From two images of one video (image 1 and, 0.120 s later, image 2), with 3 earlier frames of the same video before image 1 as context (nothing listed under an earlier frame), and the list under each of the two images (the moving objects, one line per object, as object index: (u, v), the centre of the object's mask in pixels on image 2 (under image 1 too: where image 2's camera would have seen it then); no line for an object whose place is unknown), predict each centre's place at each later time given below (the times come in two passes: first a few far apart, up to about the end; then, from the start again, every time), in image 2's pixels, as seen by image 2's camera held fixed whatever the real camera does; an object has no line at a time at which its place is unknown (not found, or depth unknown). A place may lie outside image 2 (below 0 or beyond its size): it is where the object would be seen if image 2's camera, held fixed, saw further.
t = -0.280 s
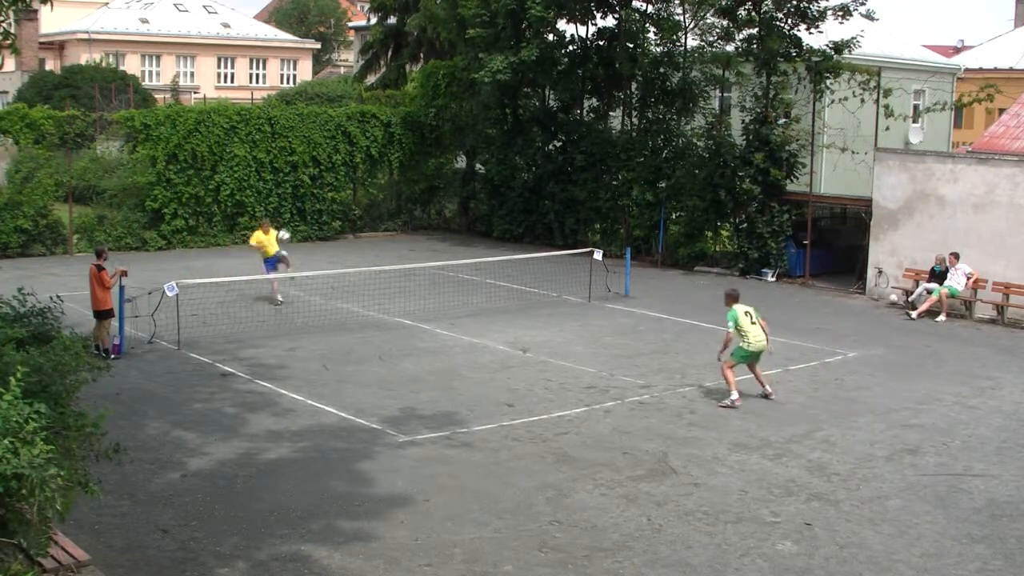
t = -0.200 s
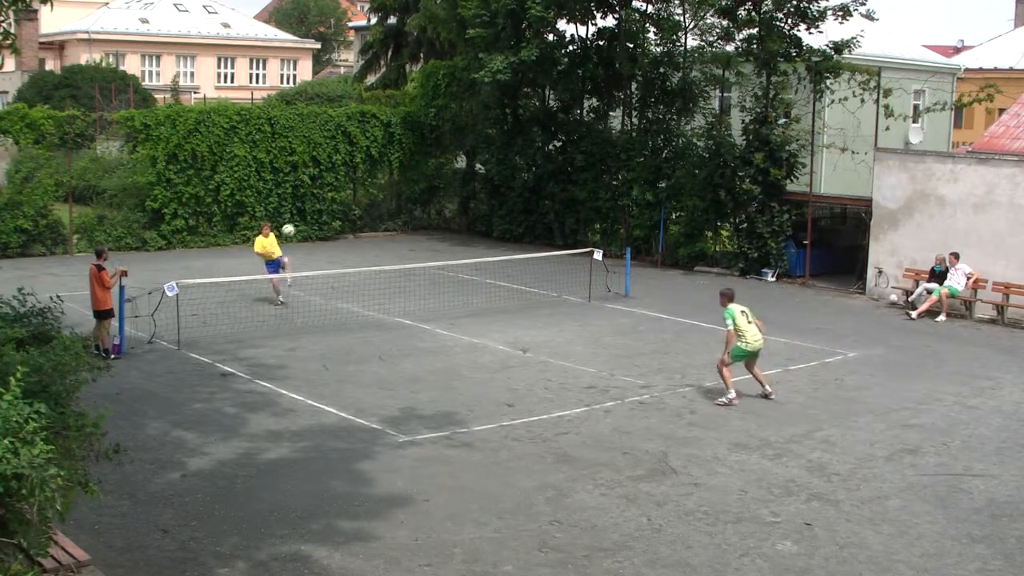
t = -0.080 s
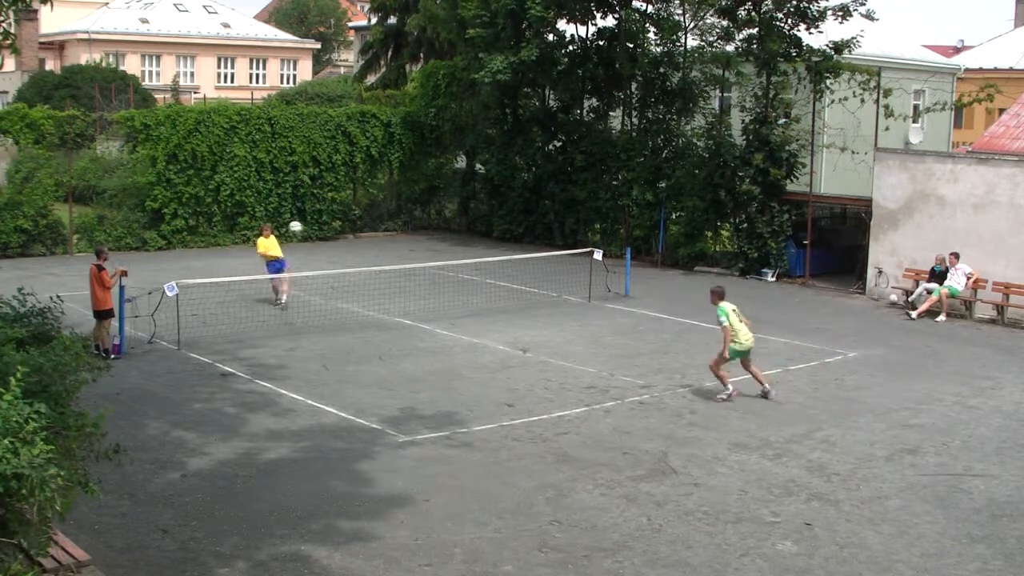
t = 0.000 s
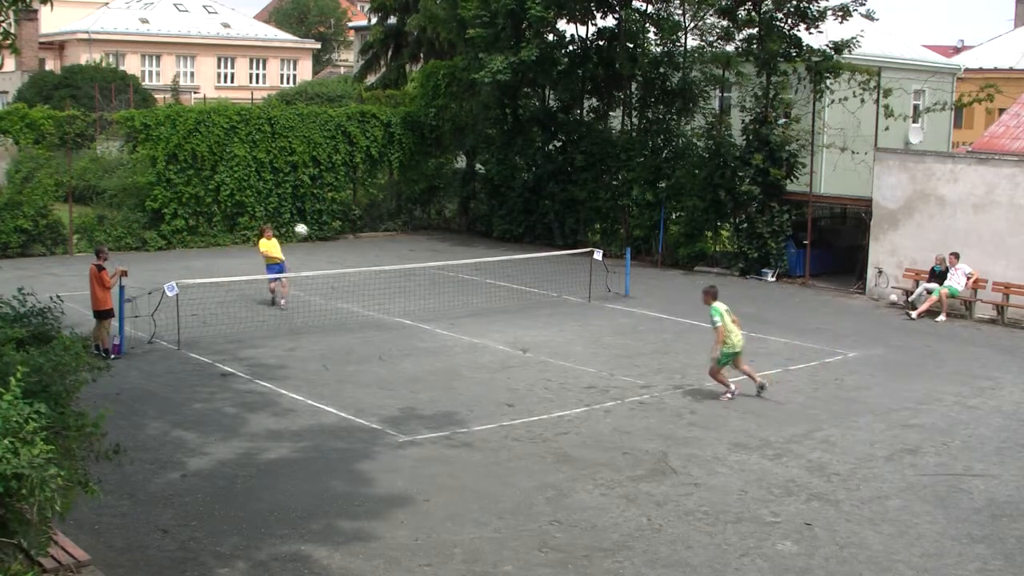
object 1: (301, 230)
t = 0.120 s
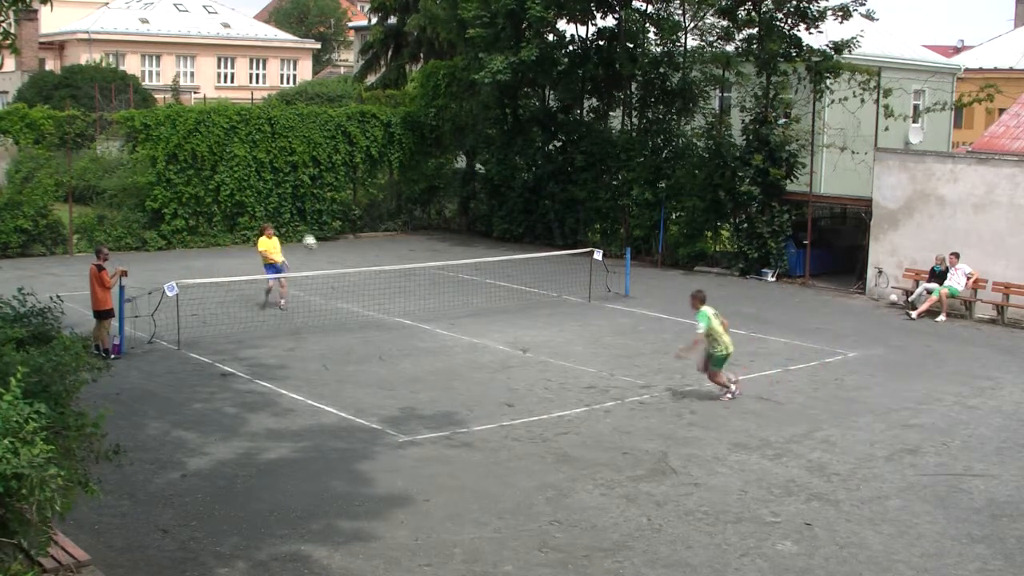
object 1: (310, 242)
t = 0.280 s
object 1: (323, 274)
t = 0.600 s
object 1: (352, 381)
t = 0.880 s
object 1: (374, 330)
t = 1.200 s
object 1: (404, 343)
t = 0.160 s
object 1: (312, 248)
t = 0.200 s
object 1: (315, 256)
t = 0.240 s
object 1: (318, 264)
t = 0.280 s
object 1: (323, 274)
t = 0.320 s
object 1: (326, 286)
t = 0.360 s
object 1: (329, 298)
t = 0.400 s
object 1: (332, 313)
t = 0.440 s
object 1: (336, 328)
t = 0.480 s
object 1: (341, 348)
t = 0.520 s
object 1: (344, 364)
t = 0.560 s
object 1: (348, 386)
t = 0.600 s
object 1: (352, 381)
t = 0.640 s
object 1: (354, 372)
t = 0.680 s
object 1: (357, 362)
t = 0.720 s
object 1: (360, 353)
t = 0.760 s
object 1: (364, 346)
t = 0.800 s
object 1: (367, 338)
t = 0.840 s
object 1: (370, 334)
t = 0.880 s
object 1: (374, 330)
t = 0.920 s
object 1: (378, 327)
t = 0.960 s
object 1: (381, 325)
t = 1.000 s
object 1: (385, 325)
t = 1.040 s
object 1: (388, 326)
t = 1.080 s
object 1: (393, 328)
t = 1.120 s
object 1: (396, 331)
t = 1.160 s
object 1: (400, 336)
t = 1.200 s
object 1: (404, 343)
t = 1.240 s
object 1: (408, 351)
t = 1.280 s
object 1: (412, 360)
